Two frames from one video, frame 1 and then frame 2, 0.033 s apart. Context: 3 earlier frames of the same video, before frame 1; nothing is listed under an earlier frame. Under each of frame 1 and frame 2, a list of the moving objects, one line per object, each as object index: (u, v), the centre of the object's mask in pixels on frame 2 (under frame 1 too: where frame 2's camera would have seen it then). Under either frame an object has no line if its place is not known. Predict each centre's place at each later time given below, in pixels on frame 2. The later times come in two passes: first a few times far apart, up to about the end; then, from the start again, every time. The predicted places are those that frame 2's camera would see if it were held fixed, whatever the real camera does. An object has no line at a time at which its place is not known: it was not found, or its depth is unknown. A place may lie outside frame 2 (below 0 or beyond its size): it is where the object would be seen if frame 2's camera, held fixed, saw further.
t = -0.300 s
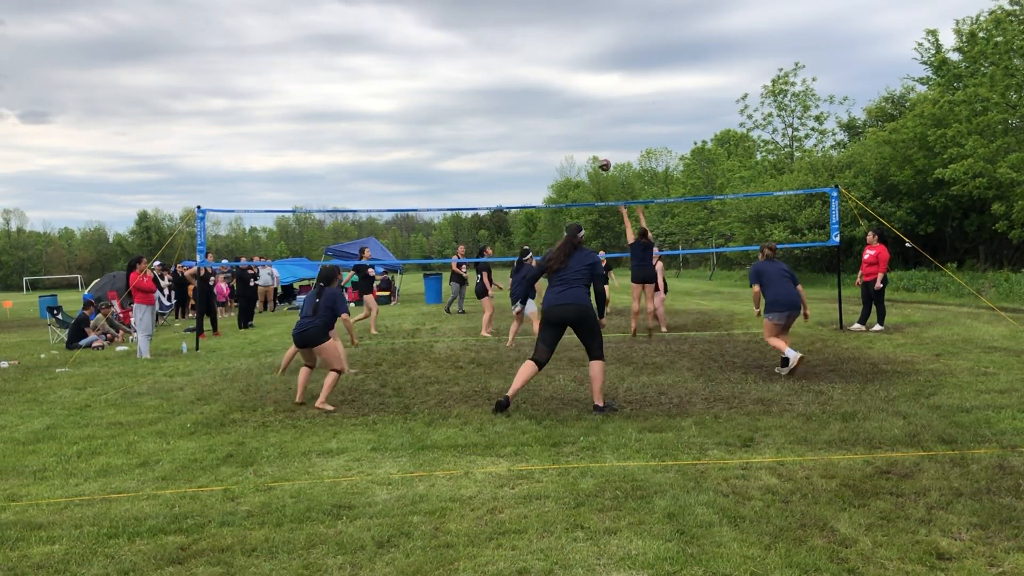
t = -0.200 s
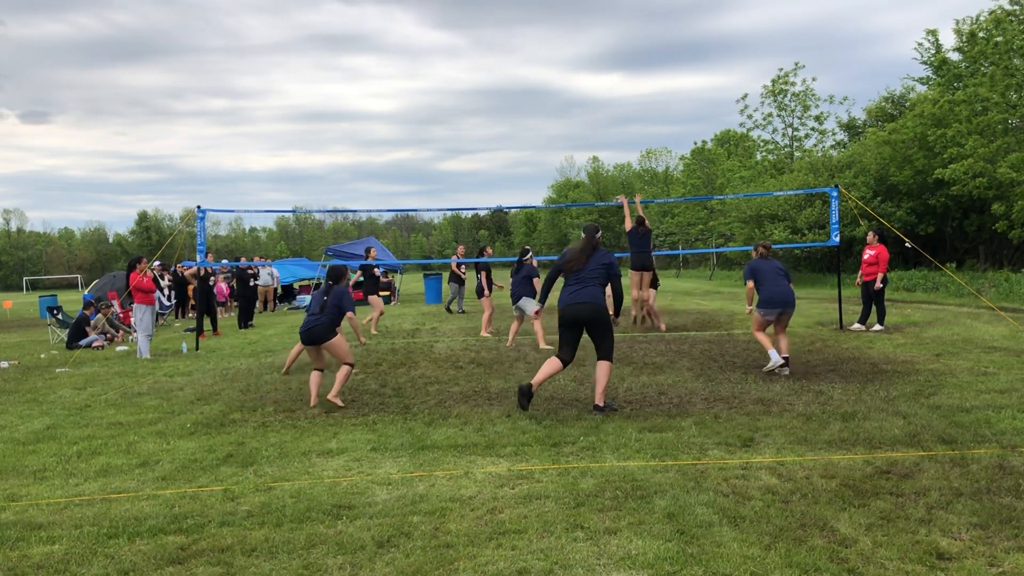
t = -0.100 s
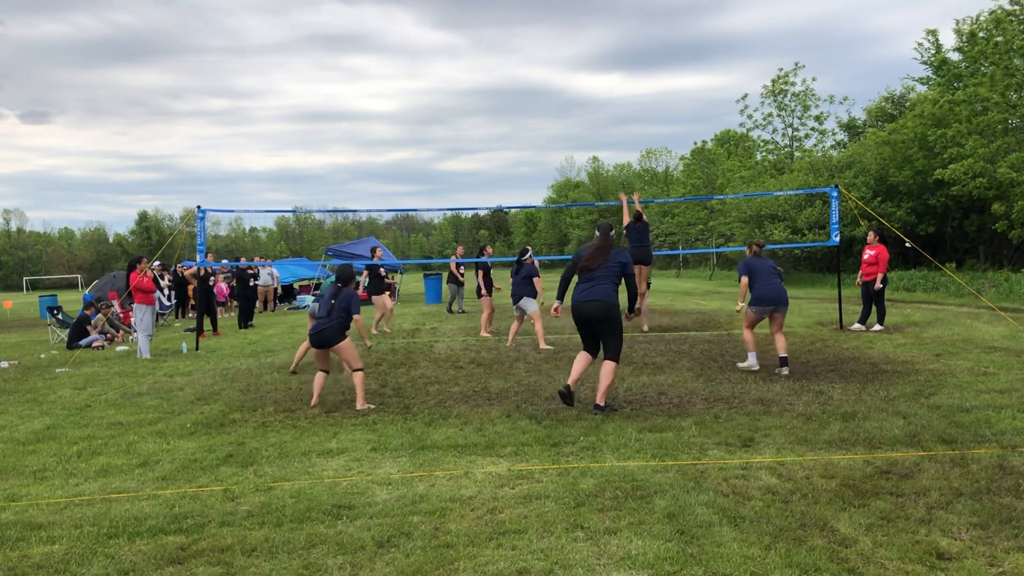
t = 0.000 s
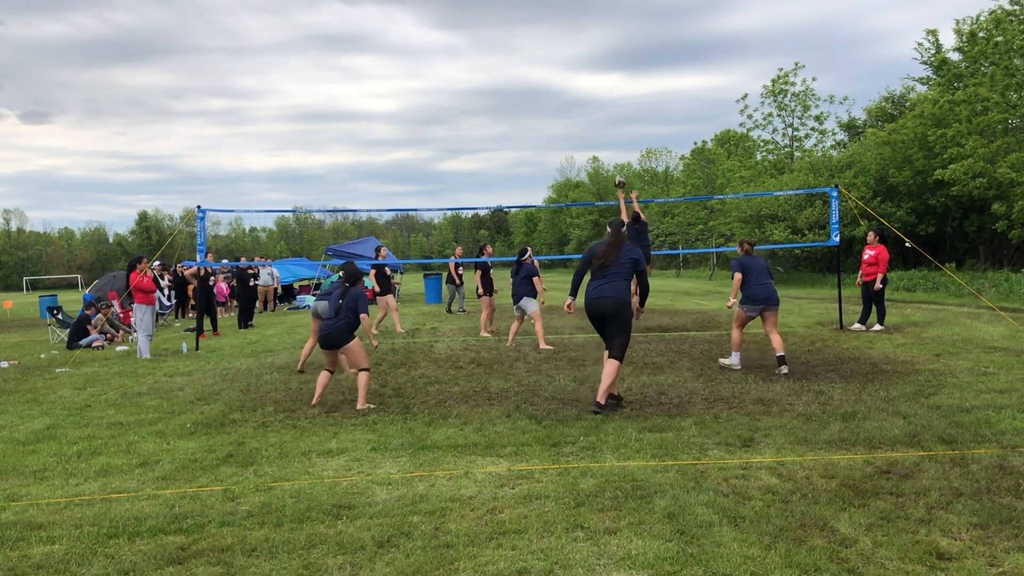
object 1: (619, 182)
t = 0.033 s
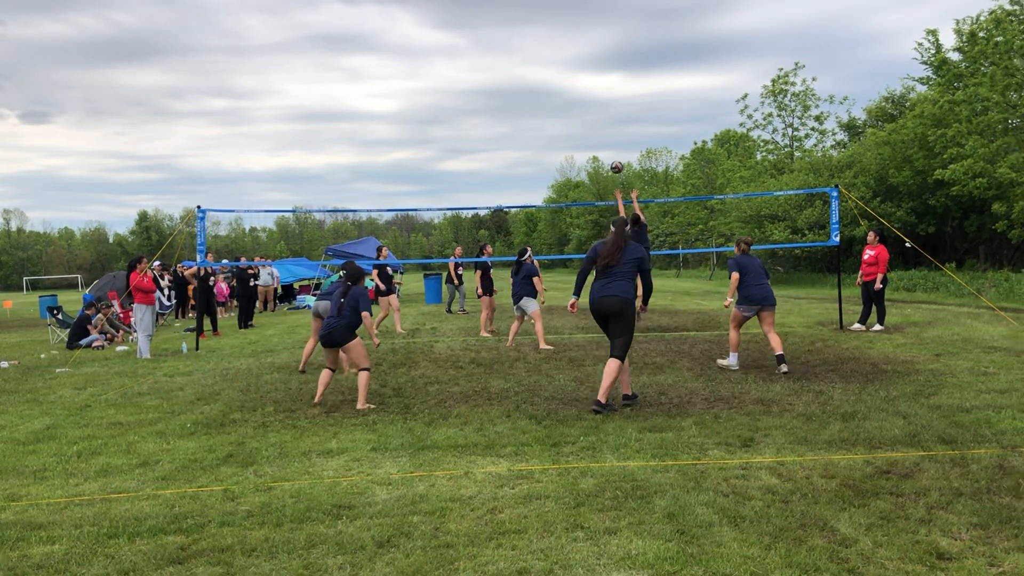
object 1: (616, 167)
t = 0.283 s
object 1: (592, 76)
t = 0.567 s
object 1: (566, 18)
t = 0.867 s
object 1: (538, 14)
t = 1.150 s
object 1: (513, 68)
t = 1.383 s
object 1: (494, 156)
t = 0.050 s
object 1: (615, 160)
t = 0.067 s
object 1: (613, 153)
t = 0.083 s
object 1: (611, 146)
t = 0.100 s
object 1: (610, 139)
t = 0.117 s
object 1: (608, 133)
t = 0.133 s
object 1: (607, 126)
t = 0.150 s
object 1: (605, 120)
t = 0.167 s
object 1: (603, 114)
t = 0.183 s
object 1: (602, 108)
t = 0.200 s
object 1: (600, 102)
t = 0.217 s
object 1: (598, 97)
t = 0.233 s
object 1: (597, 91)
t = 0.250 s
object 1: (595, 86)
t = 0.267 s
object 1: (594, 81)
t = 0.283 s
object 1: (592, 76)
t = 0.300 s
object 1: (591, 71)
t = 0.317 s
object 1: (589, 66)
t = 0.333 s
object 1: (587, 62)
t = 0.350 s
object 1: (586, 58)
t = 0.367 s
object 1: (584, 54)
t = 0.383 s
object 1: (583, 50)
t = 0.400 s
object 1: (581, 46)
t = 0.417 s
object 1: (579, 42)
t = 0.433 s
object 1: (578, 39)
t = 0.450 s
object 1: (576, 36)
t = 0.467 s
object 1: (575, 33)
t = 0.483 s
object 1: (573, 30)
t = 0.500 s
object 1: (572, 27)
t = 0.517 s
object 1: (570, 25)
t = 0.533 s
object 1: (569, 23)
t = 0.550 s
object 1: (567, 20)
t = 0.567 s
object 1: (566, 18)
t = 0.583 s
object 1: (564, 17)
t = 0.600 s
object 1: (562, 15)
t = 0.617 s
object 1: (561, 13)
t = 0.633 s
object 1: (559, 12)
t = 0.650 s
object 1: (558, 11)
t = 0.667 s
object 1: (556, 10)
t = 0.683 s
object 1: (555, 9)
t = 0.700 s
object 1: (553, 9)
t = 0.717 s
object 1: (552, 8)
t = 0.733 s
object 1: (550, 8)
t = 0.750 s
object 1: (549, 8)
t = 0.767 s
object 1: (547, 9)
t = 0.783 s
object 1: (546, 9)
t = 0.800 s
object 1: (544, 9)
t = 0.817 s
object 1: (543, 11)
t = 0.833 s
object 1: (541, 12)
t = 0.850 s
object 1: (540, 13)
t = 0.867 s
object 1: (538, 14)
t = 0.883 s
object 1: (537, 15)
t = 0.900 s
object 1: (535, 18)
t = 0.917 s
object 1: (534, 20)
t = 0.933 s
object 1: (532, 22)
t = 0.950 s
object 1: (531, 24)
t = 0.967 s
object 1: (529, 27)
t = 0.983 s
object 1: (528, 29)
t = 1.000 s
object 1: (526, 32)
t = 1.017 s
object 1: (525, 36)
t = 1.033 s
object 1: (523, 39)
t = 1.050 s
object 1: (522, 43)
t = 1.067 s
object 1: (520, 46)
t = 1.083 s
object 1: (519, 50)
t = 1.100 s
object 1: (517, 55)
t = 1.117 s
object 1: (516, 59)
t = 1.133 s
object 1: (514, 64)
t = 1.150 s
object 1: (513, 68)
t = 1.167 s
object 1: (511, 74)
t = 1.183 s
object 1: (510, 79)
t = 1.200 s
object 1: (508, 84)
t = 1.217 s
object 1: (507, 90)
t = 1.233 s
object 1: (506, 95)
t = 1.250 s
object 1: (504, 102)
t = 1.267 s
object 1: (503, 108)
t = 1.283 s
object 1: (502, 114)
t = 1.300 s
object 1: (500, 120)
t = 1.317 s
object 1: (499, 127)
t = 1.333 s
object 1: (498, 134)
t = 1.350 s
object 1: (497, 141)
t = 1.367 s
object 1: (495, 148)
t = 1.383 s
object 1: (494, 156)
